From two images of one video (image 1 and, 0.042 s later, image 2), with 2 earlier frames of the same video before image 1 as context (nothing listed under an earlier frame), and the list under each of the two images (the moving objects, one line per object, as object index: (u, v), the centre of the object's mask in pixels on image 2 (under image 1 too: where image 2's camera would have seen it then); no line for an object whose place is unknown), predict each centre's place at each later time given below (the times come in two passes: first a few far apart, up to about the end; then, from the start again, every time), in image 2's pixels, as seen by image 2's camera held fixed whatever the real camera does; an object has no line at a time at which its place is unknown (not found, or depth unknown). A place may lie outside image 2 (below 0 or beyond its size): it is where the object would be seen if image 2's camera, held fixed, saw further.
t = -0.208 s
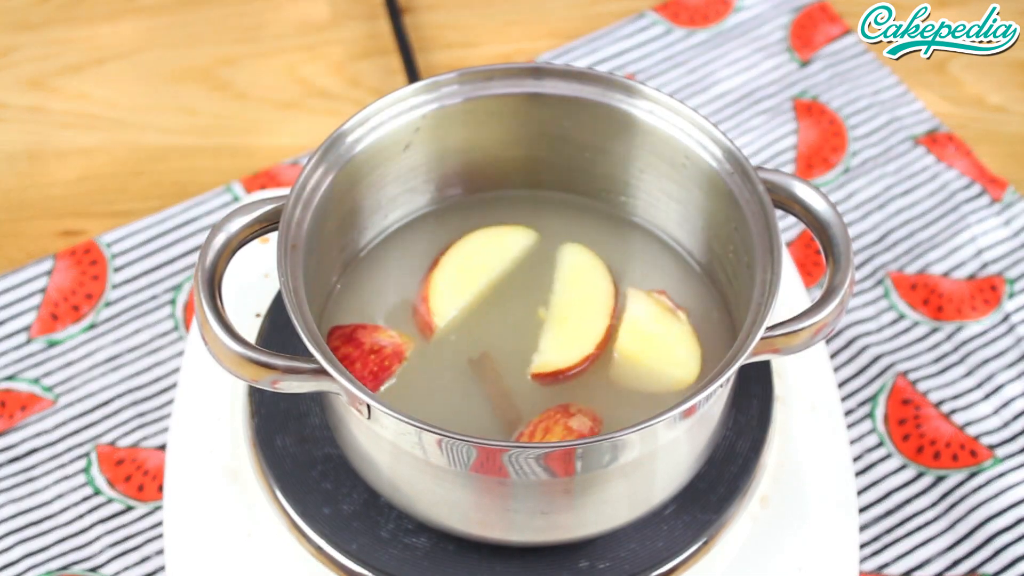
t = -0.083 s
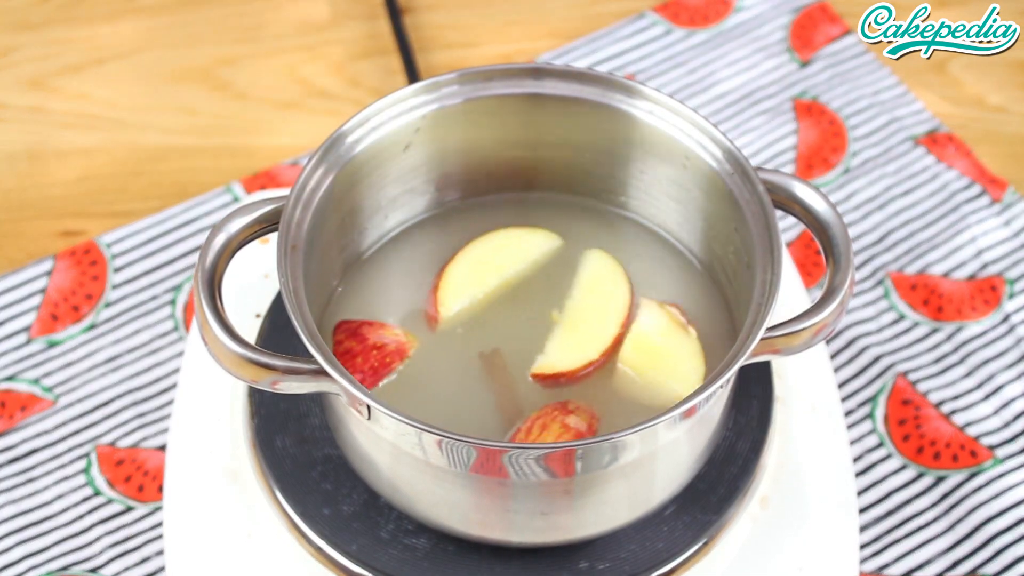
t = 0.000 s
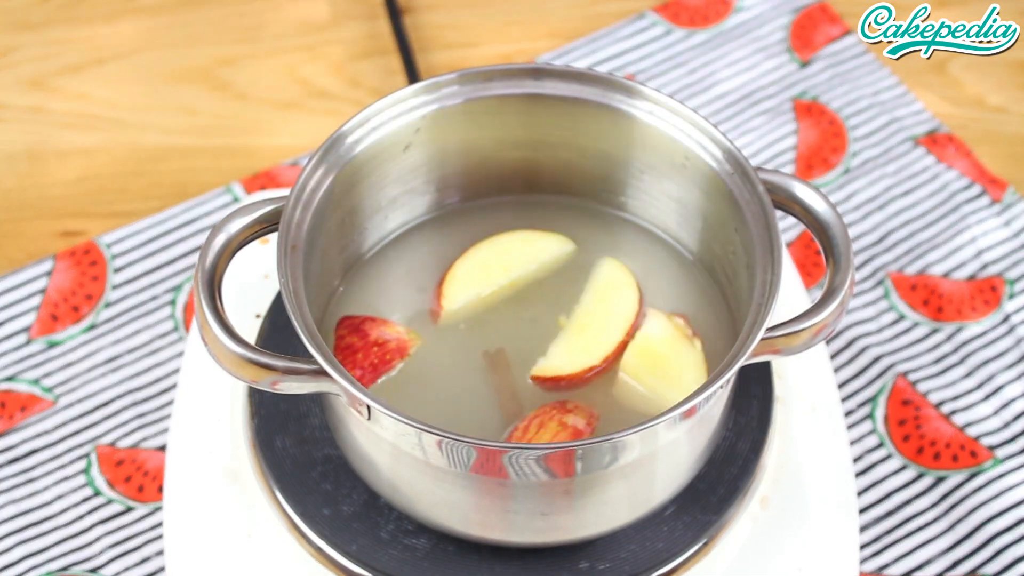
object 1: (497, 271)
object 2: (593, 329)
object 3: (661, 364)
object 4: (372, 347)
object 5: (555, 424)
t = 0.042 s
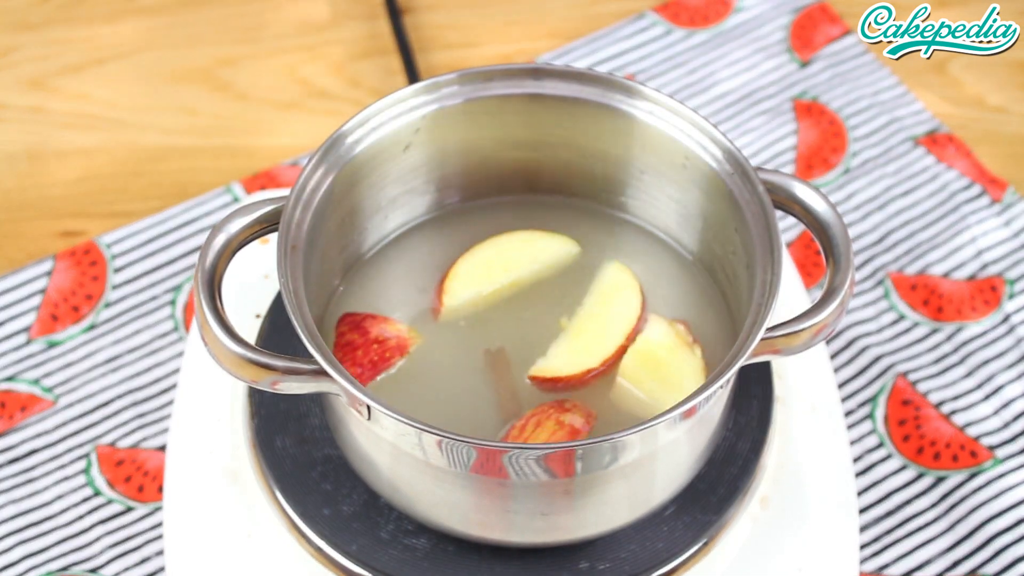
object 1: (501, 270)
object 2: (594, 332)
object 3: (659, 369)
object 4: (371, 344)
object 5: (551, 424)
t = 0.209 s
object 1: (511, 260)
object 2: (589, 336)
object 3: (643, 383)
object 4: (369, 329)
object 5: (528, 420)
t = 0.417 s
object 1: (535, 253)
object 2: (592, 341)
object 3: (632, 393)
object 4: (372, 310)
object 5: (515, 414)
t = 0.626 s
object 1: (565, 259)
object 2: (601, 351)
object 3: (621, 404)
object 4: (380, 303)
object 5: (509, 414)
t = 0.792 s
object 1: (577, 259)
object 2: (596, 355)
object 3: (601, 412)
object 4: (383, 284)
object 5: (491, 407)
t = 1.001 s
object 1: (605, 263)
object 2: (600, 359)
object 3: (588, 416)
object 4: (397, 272)
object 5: (483, 402)
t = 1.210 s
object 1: (629, 280)
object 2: (603, 372)
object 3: (570, 422)
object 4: (407, 267)
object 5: (478, 399)
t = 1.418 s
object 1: (645, 292)
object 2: (593, 375)
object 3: (546, 422)
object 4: (418, 252)
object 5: (462, 387)
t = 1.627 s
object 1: (666, 314)
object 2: (592, 379)
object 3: (532, 423)
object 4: (432, 248)
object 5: (464, 383)
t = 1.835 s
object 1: (676, 338)
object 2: (585, 385)
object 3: (508, 421)
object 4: (440, 243)
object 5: (458, 375)
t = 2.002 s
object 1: (678, 350)
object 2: (580, 387)
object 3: (492, 416)
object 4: (448, 236)
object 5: (454, 365)
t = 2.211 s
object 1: (681, 366)
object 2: (581, 393)
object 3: (485, 412)
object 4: (460, 235)
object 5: (459, 362)
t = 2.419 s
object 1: (677, 381)
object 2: (570, 400)
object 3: (472, 405)
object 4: (466, 233)
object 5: (455, 352)
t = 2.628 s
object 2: (564, 404)
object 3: (465, 399)
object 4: (475, 228)
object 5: (458, 341)
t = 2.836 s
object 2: (559, 410)
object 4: (485, 230)
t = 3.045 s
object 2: (543, 414)
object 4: (492, 226)
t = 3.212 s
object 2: (536, 415)
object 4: (501, 223)
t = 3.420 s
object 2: (524, 418)
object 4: (511, 225)
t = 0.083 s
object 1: (504, 268)
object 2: (593, 334)
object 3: (655, 373)
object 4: (371, 342)
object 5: (547, 423)
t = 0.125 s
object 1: (507, 266)
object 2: (592, 335)
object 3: (651, 378)
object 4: (370, 338)
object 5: (541, 422)
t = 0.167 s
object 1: (509, 263)
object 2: (590, 336)
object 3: (647, 380)
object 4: (369, 334)
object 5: (534, 421)
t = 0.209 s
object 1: (511, 260)
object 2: (589, 336)
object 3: (643, 383)
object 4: (369, 329)
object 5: (528, 420)
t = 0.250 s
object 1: (515, 257)
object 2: (588, 336)
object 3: (640, 385)
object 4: (368, 324)
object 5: (522, 418)
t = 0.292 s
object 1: (518, 255)
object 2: (588, 337)
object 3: (637, 387)
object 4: (368, 319)
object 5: (519, 417)
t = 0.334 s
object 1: (523, 254)
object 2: (589, 338)
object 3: (635, 389)
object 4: (369, 315)
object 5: (517, 416)
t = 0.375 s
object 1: (529, 253)
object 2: (590, 339)
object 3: (633, 391)
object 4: (371, 312)
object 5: (516, 415)
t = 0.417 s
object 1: (535, 253)
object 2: (592, 341)
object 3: (632, 393)
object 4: (372, 310)
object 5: (515, 414)
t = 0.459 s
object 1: (542, 254)
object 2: (595, 342)
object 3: (631, 395)
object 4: (375, 309)
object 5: (515, 414)
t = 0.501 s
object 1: (550, 255)
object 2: (598, 344)
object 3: (630, 397)
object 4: (376, 308)
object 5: (515, 414)
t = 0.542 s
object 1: (555, 256)
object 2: (600, 347)
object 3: (628, 399)
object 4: (378, 307)
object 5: (514, 415)
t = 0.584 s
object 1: (561, 257)
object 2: (602, 349)
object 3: (625, 402)
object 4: (379, 305)
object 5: (512, 415)
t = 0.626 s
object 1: (565, 259)
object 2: (601, 351)
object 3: (621, 404)
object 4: (380, 303)
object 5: (509, 414)
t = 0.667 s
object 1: (568, 260)
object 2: (600, 352)
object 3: (617, 406)
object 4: (380, 299)
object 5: (505, 413)
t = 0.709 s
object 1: (571, 260)
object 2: (598, 354)
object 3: (612, 408)
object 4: (381, 294)
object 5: (500, 411)
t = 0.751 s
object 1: (574, 260)
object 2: (597, 355)
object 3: (606, 410)
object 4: (382, 289)
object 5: (495, 409)
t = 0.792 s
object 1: (577, 259)
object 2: (596, 355)
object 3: (601, 412)
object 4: (383, 284)
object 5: (491, 407)
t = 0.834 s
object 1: (581, 258)
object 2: (595, 355)
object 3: (597, 412)
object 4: (386, 281)
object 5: (487, 405)
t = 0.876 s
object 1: (586, 258)
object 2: (596, 355)
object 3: (595, 413)
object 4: (389, 278)
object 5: (485, 404)
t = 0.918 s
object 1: (592, 259)
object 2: (596, 356)
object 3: (591, 414)
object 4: (391, 275)
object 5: (483, 403)
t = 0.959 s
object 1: (598, 261)
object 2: (598, 357)
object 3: (590, 415)
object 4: (394, 274)
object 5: (483, 402)
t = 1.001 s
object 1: (605, 263)
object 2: (600, 359)
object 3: (588, 416)
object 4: (397, 272)
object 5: (483, 402)
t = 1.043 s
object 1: (611, 267)
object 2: (603, 361)
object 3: (586, 417)
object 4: (400, 271)
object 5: (484, 402)
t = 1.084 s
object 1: (616, 271)
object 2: (604, 364)
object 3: (584, 418)
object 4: (402, 271)
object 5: (484, 402)
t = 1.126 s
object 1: (621, 274)
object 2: (604, 367)
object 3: (580, 420)
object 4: (404, 270)
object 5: (484, 402)
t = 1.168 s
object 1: (625, 277)
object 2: (604, 370)
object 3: (575, 421)
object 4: (406, 269)
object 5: (482, 401)
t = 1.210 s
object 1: (629, 280)
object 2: (603, 372)
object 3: (570, 422)
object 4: (407, 267)
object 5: (478, 399)
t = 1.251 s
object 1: (632, 282)
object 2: (601, 373)
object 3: (564, 422)
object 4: (409, 265)
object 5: (474, 397)
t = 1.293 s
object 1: (635, 285)
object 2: (598, 374)
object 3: (559, 423)
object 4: (411, 261)
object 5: (470, 394)
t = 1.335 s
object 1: (638, 287)
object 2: (596, 374)
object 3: (554, 422)
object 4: (413, 257)
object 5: (466, 391)
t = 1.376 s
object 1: (642, 290)
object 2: (594, 374)
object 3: (550, 422)
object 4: (415, 254)
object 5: (463, 389)
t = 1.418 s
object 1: (645, 292)
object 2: (593, 375)
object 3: (546, 422)
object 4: (418, 252)
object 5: (462, 387)
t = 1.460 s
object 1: (648, 296)
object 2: (592, 375)
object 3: (543, 422)
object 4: (420, 249)
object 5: (461, 385)
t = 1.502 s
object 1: (653, 300)
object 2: (592, 376)
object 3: (540, 423)
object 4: (424, 248)
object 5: (462, 384)
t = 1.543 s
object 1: (657, 304)
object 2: (591, 376)
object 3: (538, 423)
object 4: (427, 247)
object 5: (463, 383)
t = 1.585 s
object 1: (661, 309)
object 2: (592, 377)
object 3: (535, 423)
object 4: (430, 247)
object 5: (463, 383)
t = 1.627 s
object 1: (666, 314)
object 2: (592, 379)
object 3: (532, 423)
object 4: (432, 248)
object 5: (464, 383)
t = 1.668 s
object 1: (669, 319)
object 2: (591, 380)
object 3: (528, 423)
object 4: (434, 247)
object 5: (464, 383)
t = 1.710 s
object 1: (672, 324)
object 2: (590, 382)
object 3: (524, 423)
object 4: (436, 247)
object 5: (463, 382)
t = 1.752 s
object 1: (674, 329)
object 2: (589, 383)
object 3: (519, 422)
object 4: (437, 246)
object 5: (462, 380)
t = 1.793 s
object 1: (675, 334)
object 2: (587, 384)
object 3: (514, 421)
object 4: (439, 244)
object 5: (460, 378)
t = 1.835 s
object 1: (676, 338)
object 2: (585, 385)
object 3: (508, 421)
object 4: (440, 243)
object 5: (458, 375)
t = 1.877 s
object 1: (676, 342)
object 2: (582, 386)
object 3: (503, 419)
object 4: (442, 240)
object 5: (457, 372)
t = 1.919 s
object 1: (677, 345)
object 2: (581, 386)
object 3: (499, 418)
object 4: (443, 239)
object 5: (455, 369)
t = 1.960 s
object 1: (677, 347)
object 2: (580, 387)
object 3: (495, 417)
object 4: (445, 237)
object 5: (455, 367)
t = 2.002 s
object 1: (678, 350)
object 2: (580, 387)
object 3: (492, 416)
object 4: (448, 236)
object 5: (454, 365)
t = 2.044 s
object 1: (679, 352)
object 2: (580, 387)
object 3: (491, 415)
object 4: (451, 234)
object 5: (455, 363)
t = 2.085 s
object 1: (680, 355)
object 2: (581, 389)
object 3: (489, 414)
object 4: (453, 234)
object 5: (456, 362)
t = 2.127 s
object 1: (681, 359)
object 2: (582, 390)
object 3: (488, 413)
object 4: (456, 234)
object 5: (458, 362)
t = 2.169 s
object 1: (681, 363)
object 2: (582, 391)
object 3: (487, 413)
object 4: (458, 235)
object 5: (458, 362)
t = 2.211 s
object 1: (681, 366)
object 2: (581, 393)
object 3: (485, 412)
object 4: (460, 235)
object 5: (459, 362)
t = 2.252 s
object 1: (681, 369)
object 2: (580, 395)
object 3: (482, 411)
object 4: (462, 235)
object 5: (459, 362)
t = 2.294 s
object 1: (680, 372)
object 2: (578, 397)
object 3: (480, 410)
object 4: (463, 235)
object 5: (459, 360)
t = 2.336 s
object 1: (679, 375)
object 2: (576, 398)
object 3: (477, 409)
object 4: (464, 234)
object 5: (458, 358)
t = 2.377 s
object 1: (678, 378)
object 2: (573, 399)
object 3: (474, 407)
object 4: (465, 234)
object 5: (457, 355)
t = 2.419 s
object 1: (677, 381)
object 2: (570, 400)
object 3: (472, 405)
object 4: (466, 233)
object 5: (455, 352)
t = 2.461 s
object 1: (676, 383)
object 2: (568, 401)
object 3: (469, 403)
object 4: (467, 231)
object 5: (454, 349)
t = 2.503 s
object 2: (566, 401)
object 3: (468, 402)
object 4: (469, 230)
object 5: (455, 346)
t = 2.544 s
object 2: (565, 402)
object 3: (467, 400)
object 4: (470, 229)
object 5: (455, 343)
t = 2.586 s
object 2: (564, 403)
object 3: (466, 399)
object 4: (473, 228)
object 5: (457, 342)
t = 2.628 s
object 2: (564, 404)
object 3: (465, 399)
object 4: (475, 228)
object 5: (458, 341)
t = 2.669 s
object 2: (563, 405)
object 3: (465, 398)
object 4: (478, 229)
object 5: (461, 340)
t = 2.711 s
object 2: (563, 407)
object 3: (465, 398)
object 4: (480, 230)
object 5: (462, 340)
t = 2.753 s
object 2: (562, 408)
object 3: (464, 397)
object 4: (482, 230)
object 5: (464, 340)
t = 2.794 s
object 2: (561, 409)
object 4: (484, 230)
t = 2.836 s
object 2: (559, 410)
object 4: (485, 230)
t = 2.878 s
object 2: (556, 411)
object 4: (486, 229)
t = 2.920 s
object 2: (553, 412)
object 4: (488, 229)
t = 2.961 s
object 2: (549, 413)
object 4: (489, 228)
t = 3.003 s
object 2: (546, 413)
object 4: (490, 227)
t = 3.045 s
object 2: (543, 414)
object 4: (492, 226)
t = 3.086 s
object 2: (541, 414)
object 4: (494, 225)
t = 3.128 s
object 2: (539, 414)
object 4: (496, 224)
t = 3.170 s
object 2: (537, 414)
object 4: (499, 224)
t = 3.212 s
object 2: (536, 415)
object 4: (501, 223)
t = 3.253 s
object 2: (535, 416)
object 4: (504, 224)
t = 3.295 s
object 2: (533, 417)
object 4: (506, 224)
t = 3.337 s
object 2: (531, 418)
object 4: (508, 224)
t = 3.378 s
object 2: (528, 418)
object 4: (510, 224)
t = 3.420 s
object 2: (524, 418)
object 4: (511, 225)
